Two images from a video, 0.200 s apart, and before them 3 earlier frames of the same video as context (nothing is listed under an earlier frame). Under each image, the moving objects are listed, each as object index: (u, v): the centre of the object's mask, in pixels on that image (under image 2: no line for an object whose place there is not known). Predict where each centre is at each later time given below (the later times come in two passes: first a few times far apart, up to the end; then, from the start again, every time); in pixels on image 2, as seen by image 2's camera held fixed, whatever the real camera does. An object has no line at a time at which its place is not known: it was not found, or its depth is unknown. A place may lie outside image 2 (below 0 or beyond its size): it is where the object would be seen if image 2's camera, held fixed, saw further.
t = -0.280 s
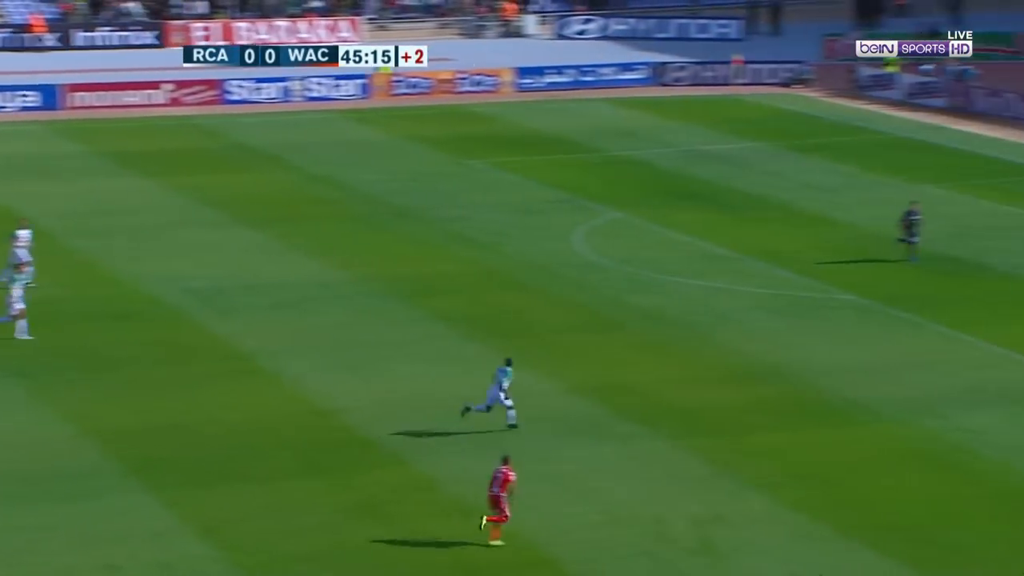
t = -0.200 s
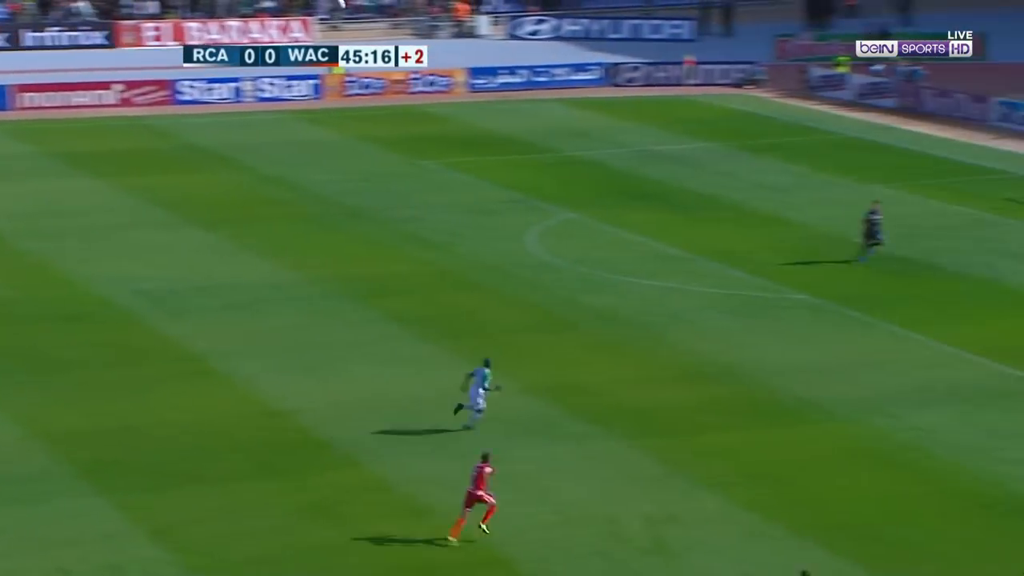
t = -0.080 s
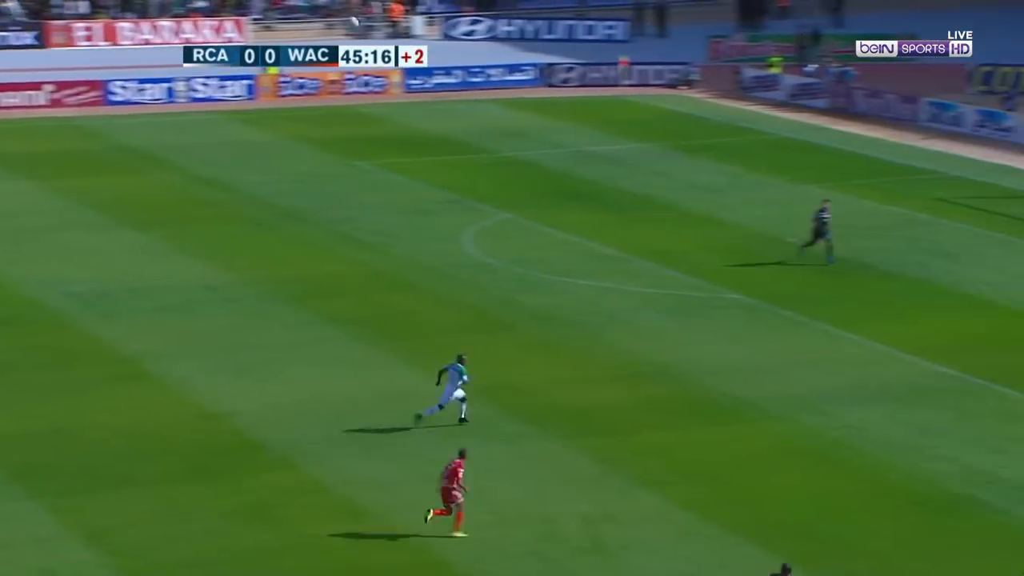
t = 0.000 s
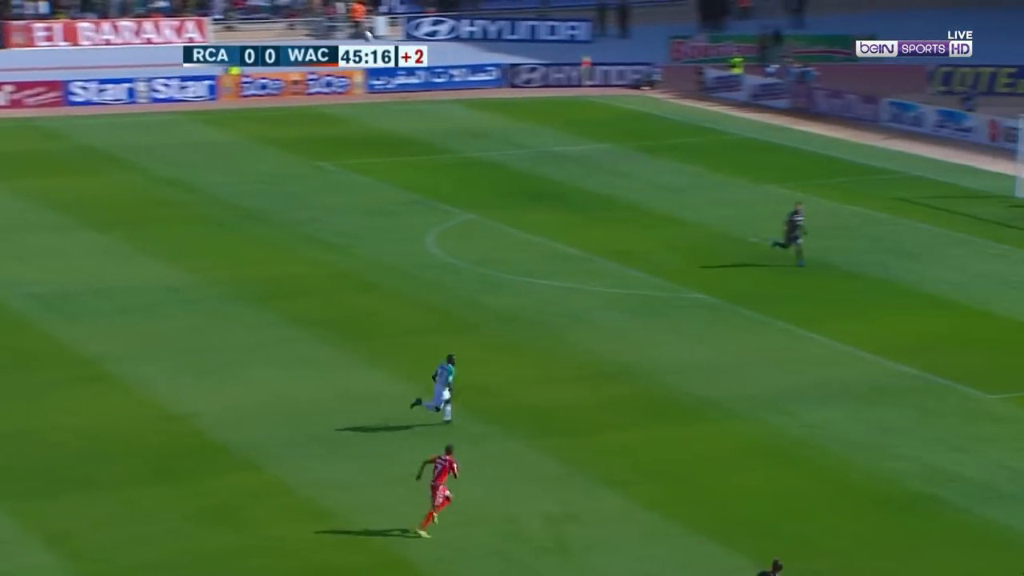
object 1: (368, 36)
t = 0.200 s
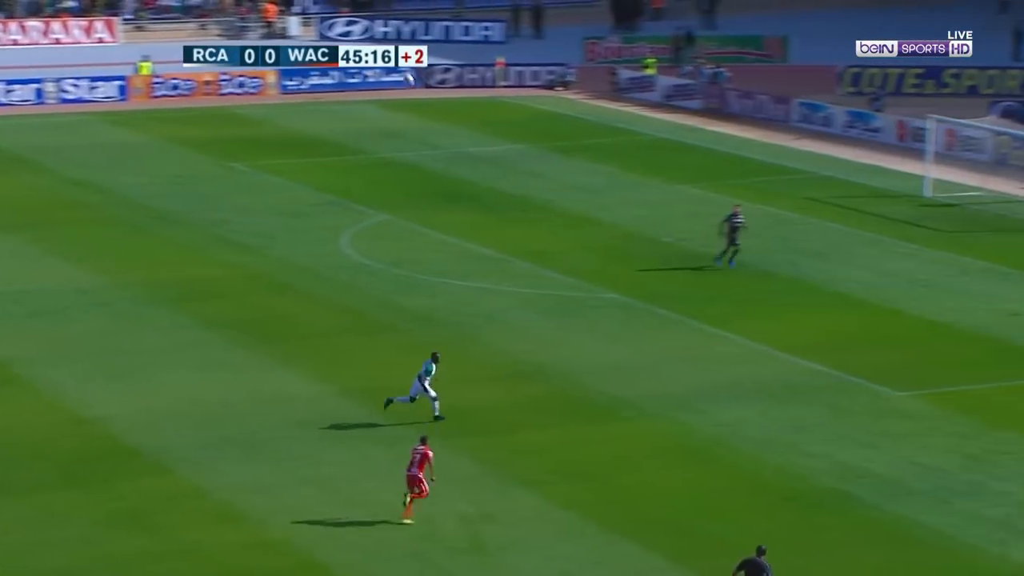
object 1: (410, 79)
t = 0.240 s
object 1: (433, 89)
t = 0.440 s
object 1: (557, 144)
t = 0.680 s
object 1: (701, 222)
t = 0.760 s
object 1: (748, 251)
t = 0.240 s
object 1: (433, 89)
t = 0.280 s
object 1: (460, 99)
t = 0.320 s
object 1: (484, 109)
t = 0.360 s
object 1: (509, 121)
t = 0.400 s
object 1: (533, 131)
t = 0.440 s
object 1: (557, 144)
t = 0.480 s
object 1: (582, 155)
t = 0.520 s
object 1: (605, 168)
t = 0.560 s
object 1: (630, 182)
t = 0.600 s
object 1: (653, 194)
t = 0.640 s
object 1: (677, 208)
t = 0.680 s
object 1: (701, 222)
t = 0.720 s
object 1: (724, 236)
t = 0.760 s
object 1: (748, 251)
